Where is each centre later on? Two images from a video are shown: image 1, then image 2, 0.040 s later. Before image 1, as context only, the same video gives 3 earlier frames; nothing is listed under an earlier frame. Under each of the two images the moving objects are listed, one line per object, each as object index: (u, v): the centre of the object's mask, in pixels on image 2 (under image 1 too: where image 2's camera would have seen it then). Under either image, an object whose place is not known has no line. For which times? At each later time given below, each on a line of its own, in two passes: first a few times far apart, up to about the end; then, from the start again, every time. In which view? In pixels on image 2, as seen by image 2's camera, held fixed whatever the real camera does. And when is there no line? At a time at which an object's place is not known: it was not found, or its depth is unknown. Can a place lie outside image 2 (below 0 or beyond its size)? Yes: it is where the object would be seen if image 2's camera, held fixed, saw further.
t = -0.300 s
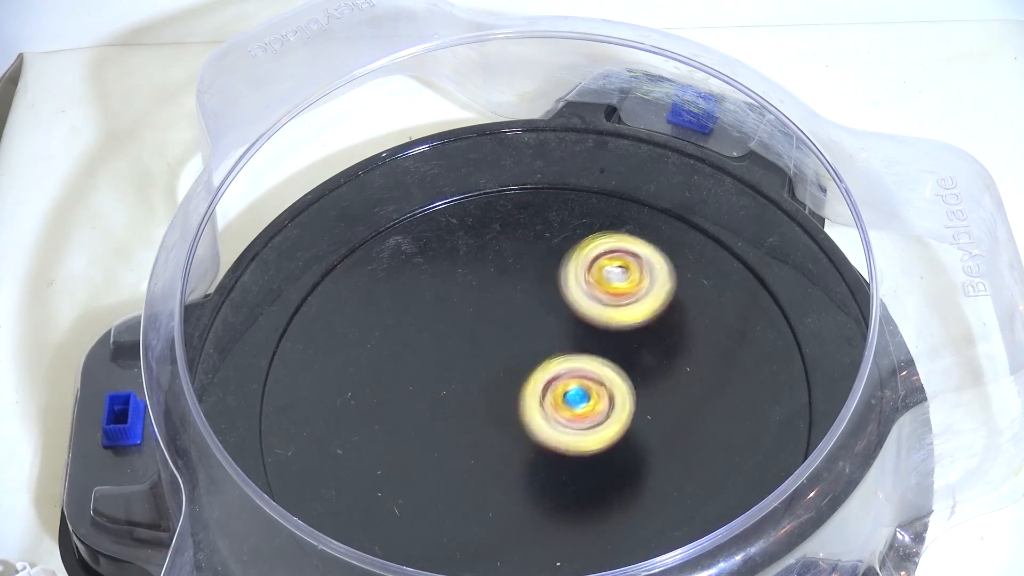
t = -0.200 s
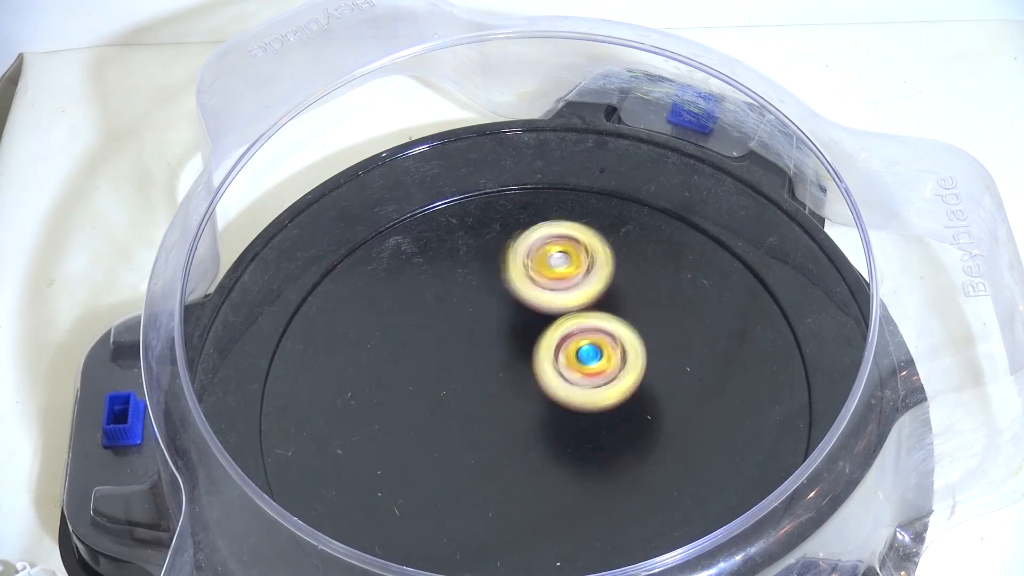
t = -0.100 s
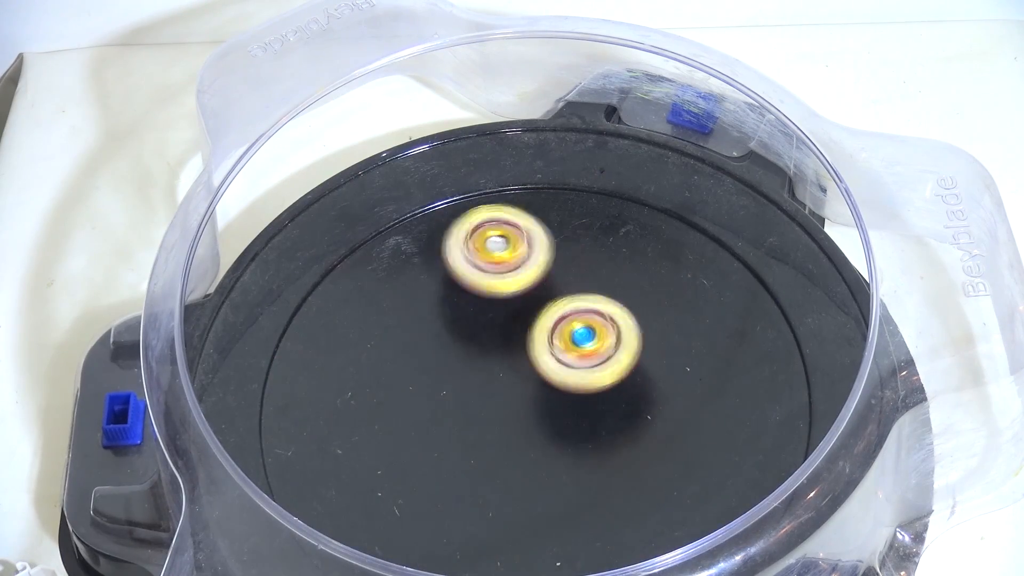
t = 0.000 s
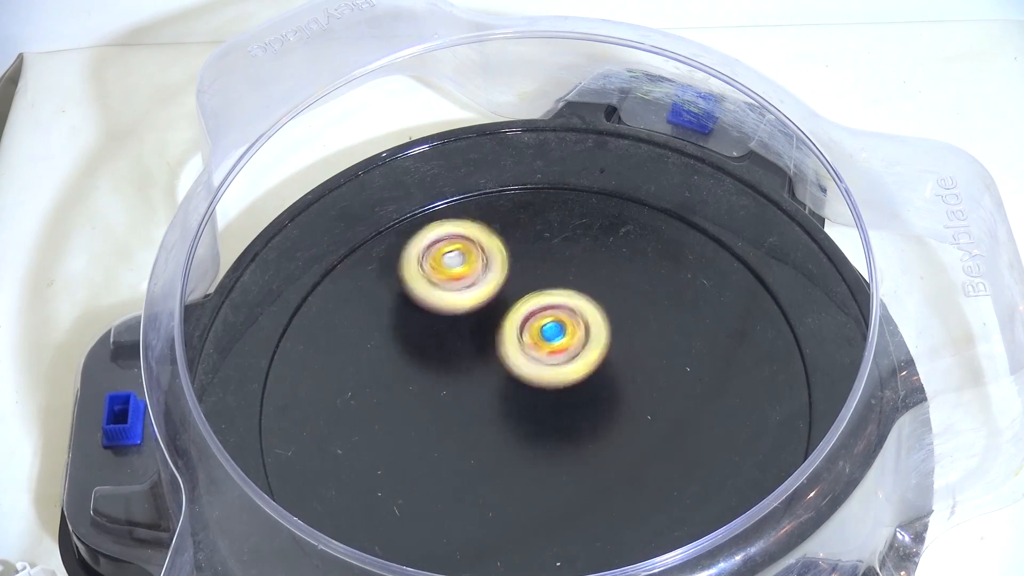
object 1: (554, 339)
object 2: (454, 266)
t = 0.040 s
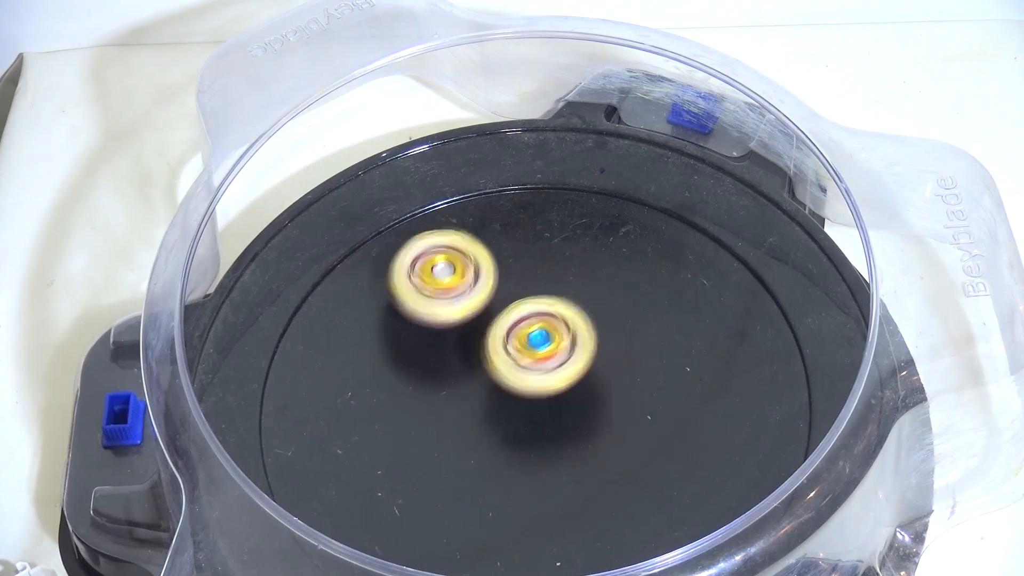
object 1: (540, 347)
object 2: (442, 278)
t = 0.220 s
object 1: (523, 407)
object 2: (426, 347)
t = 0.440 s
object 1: (615, 449)
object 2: (453, 415)
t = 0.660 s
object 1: (648, 386)
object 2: (539, 435)
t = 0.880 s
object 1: (577, 321)
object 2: (528, 432)
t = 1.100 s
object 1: (469, 339)
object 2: (524, 431)
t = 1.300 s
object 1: (429, 393)
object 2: (532, 441)
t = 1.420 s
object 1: (412, 392)
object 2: (571, 460)
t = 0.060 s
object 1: (535, 350)
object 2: (438, 283)
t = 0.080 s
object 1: (529, 357)
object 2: (433, 291)
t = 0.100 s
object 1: (525, 364)
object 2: (431, 298)
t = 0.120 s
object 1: (522, 371)
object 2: (429, 306)
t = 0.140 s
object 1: (520, 378)
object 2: (427, 313)
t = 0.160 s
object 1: (519, 386)
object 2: (425, 322)
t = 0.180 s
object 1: (520, 394)
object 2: (425, 330)
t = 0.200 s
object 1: (521, 400)
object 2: (426, 339)
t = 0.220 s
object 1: (523, 407)
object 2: (426, 347)
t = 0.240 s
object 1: (526, 414)
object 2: (427, 357)
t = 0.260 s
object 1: (530, 419)
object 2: (430, 365)
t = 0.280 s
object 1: (535, 427)
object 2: (433, 374)
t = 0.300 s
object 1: (545, 434)
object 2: (432, 379)
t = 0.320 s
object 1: (556, 439)
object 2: (431, 384)
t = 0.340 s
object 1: (566, 445)
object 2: (433, 390)
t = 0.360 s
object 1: (576, 448)
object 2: (435, 395)
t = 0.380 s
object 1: (587, 449)
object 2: (437, 400)
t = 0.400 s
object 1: (594, 451)
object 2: (442, 405)
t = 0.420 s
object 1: (605, 450)
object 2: (447, 411)
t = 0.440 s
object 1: (615, 449)
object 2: (453, 415)
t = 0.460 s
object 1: (622, 447)
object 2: (459, 419)
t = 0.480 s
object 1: (631, 444)
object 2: (467, 423)
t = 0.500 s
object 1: (639, 440)
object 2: (475, 427)
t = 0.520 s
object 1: (644, 435)
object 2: (482, 430)
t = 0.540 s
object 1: (650, 429)
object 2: (491, 432)
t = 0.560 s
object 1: (654, 422)
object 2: (500, 434)
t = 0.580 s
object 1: (654, 416)
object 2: (510, 435)
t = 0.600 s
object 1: (655, 409)
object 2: (518, 436)
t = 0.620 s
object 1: (653, 401)
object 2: (528, 436)
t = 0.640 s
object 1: (648, 395)
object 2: (537, 435)
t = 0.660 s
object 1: (648, 386)
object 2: (539, 435)
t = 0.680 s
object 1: (646, 377)
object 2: (540, 435)
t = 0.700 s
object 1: (642, 370)
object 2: (542, 434)
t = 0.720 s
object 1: (636, 362)
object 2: (543, 432)
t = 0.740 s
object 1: (630, 356)
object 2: (544, 431)
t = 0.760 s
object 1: (622, 351)
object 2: (544, 430)
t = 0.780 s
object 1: (618, 343)
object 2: (539, 431)
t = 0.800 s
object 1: (612, 336)
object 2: (535, 433)
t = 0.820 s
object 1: (604, 331)
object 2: (533, 434)
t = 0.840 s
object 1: (596, 326)
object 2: (531, 433)
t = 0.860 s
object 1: (587, 323)
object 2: (529, 432)
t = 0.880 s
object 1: (577, 321)
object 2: (528, 432)
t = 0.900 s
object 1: (567, 319)
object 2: (528, 430)
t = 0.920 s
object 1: (556, 319)
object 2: (526, 429)
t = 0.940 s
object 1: (545, 320)
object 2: (526, 428)
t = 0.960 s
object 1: (534, 321)
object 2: (527, 426)
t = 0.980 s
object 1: (524, 323)
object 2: (526, 424)
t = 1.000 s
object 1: (515, 325)
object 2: (526, 425)
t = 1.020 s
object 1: (504, 326)
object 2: (526, 428)
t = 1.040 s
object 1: (495, 328)
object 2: (525, 429)
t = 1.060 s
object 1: (486, 330)
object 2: (525, 431)
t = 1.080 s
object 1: (477, 334)
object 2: (524, 431)
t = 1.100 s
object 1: (469, 339)
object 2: (524, 431)
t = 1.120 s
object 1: (461, 344)
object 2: (523, 431)
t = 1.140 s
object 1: (455, 350)
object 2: (523, 432)
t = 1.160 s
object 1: (447, 353)
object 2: (527, 435)
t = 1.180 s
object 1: (441, 357)
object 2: (527, 438)
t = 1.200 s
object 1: (436, 361)
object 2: (529, 440)
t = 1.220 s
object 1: (431, 367)
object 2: (530, 441)
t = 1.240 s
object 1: (430, 374)
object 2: (530, 442)
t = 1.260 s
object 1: (427, 380)
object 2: (531, 442)
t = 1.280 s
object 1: (427, 387)
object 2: (533, 441)
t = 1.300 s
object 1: (429, 393)
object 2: (532, 441)
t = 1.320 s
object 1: (428, 394)
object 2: (539, 444)
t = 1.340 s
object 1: (422, 394)
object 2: (549, 450)
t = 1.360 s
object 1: (420, 394)
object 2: (554, 455)
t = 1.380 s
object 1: (417, 393)
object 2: (561, 458)
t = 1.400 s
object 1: (414, 392)
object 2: (567, 458)
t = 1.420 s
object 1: (412, 392)
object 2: (571, 460)
